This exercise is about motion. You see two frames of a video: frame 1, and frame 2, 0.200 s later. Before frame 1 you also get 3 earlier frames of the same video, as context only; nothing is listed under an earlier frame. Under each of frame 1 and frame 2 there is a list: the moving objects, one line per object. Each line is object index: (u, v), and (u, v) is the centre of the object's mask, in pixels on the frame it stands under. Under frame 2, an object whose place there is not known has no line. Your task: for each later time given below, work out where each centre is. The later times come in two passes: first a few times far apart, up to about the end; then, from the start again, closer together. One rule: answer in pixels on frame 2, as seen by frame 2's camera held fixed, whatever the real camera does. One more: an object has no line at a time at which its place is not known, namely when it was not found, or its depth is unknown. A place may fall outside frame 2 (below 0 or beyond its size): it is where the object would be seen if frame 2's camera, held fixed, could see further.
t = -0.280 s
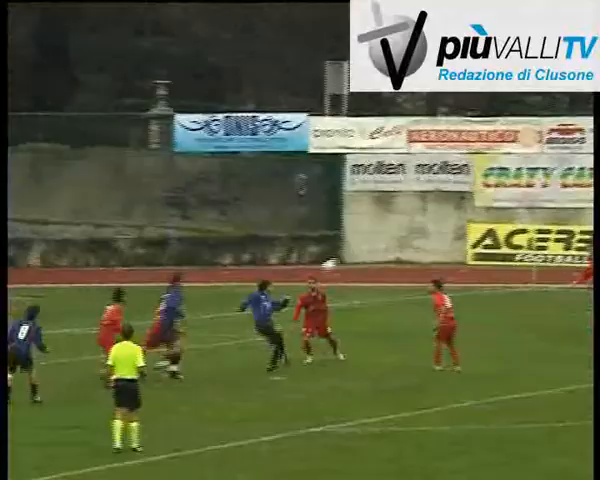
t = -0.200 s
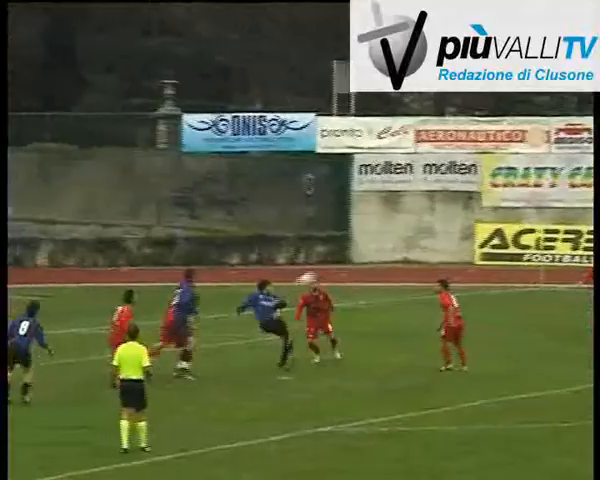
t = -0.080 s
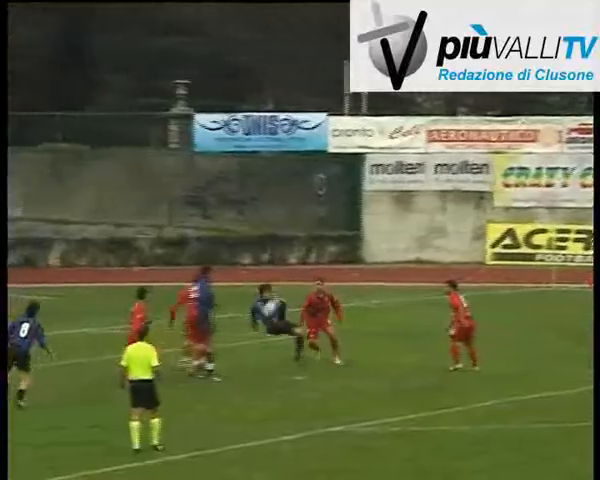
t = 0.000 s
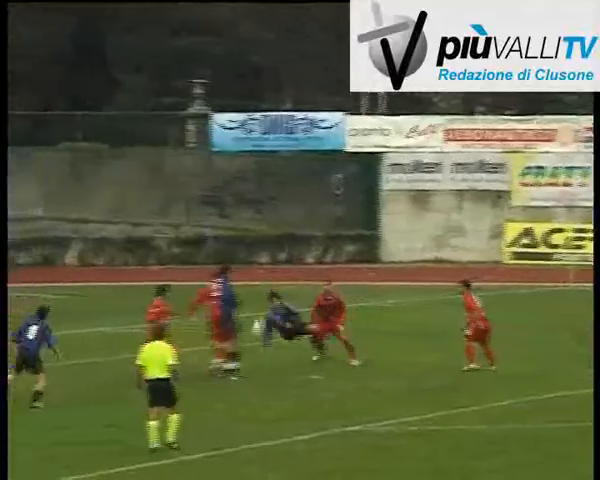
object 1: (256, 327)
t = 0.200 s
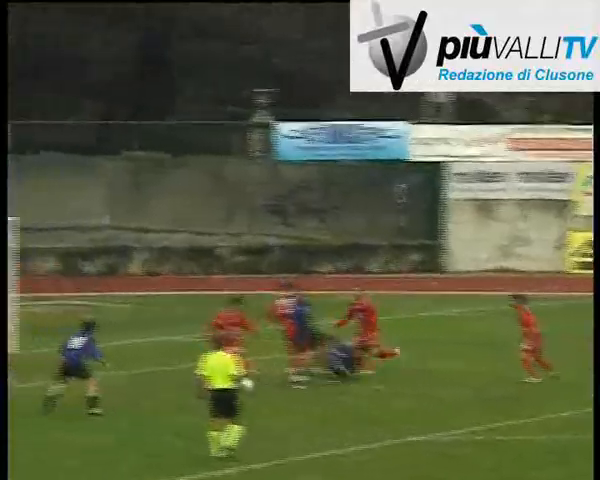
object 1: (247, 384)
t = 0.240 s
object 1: (238, 386)
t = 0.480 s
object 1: (171, 380)
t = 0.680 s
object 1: (121, 391)
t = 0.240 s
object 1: (238, 386)
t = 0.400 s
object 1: (191, 379)
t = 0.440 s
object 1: (182, 379)
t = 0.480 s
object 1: (171, 380)
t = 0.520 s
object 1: (161, 381)
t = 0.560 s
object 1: (150, 384)
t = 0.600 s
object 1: (140, 388)
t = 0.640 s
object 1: (130, 392)
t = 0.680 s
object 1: (121, 391)
